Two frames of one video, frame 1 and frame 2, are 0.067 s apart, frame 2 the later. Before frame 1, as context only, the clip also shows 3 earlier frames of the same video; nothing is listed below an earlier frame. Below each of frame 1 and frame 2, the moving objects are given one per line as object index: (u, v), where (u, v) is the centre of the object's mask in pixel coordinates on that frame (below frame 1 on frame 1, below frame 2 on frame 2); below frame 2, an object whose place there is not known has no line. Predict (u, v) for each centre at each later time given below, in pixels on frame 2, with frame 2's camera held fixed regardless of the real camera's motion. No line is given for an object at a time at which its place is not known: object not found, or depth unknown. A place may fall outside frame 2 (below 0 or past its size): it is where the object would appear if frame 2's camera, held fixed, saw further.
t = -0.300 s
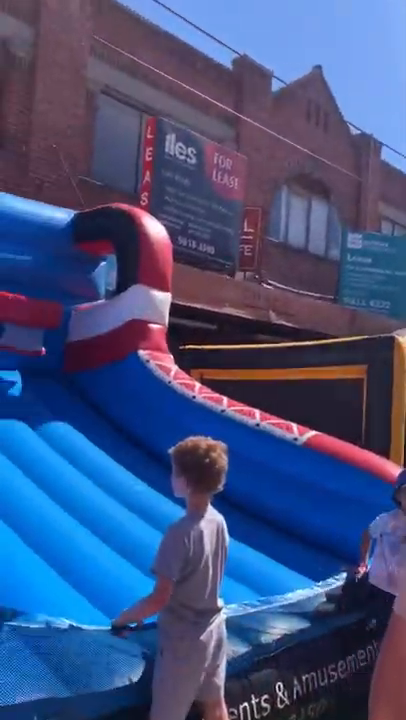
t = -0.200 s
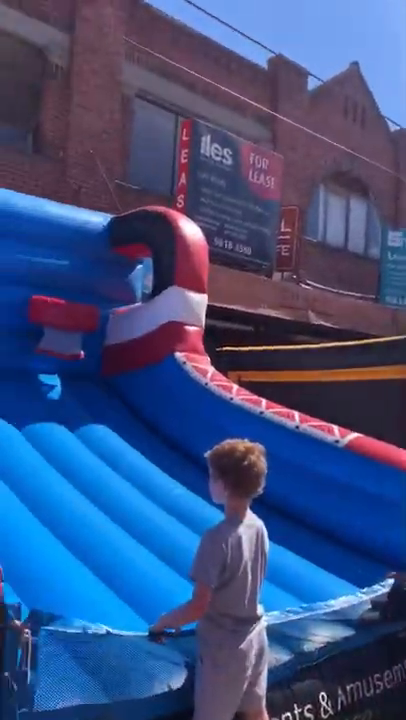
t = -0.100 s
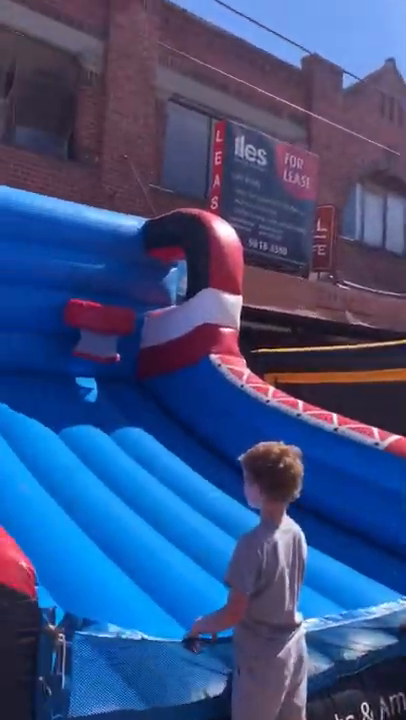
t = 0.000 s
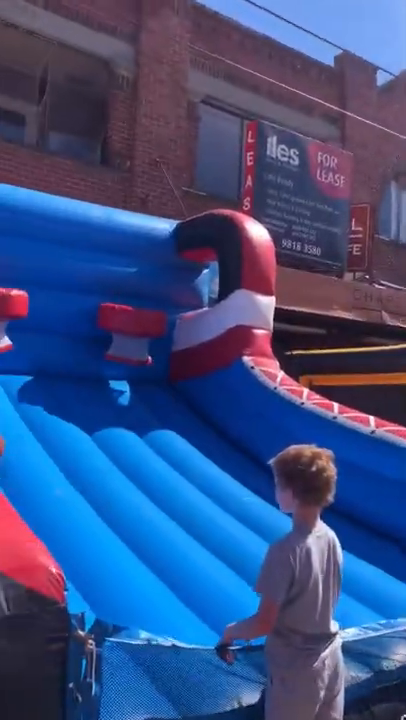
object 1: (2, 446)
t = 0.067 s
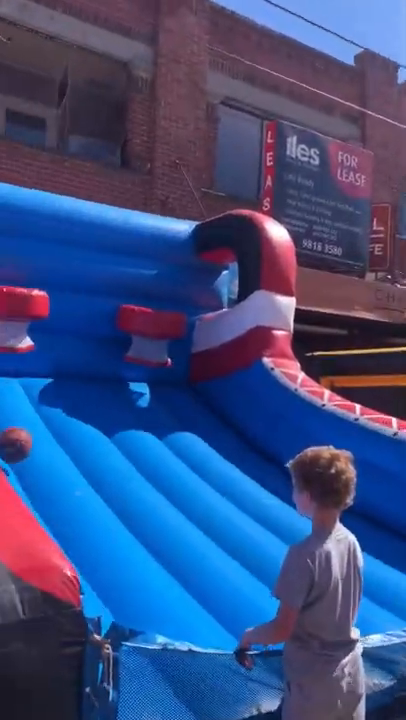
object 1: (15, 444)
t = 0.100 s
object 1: (23, 446)
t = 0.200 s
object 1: (43, 457)
